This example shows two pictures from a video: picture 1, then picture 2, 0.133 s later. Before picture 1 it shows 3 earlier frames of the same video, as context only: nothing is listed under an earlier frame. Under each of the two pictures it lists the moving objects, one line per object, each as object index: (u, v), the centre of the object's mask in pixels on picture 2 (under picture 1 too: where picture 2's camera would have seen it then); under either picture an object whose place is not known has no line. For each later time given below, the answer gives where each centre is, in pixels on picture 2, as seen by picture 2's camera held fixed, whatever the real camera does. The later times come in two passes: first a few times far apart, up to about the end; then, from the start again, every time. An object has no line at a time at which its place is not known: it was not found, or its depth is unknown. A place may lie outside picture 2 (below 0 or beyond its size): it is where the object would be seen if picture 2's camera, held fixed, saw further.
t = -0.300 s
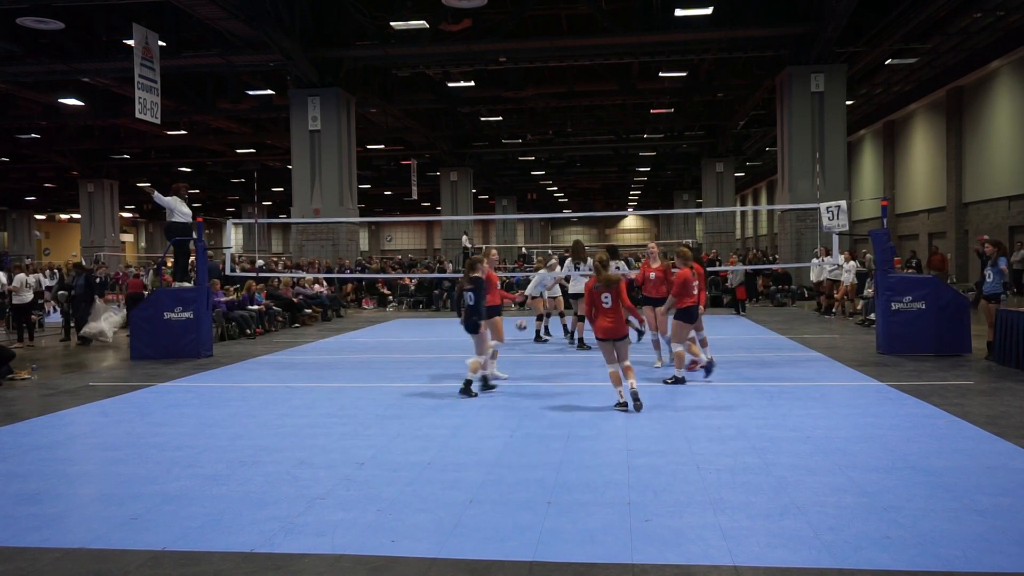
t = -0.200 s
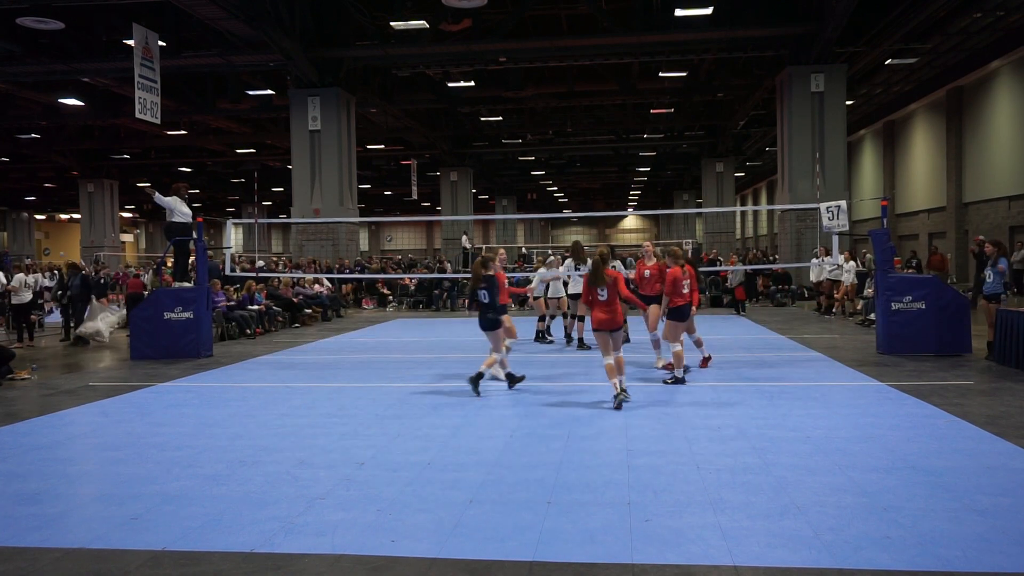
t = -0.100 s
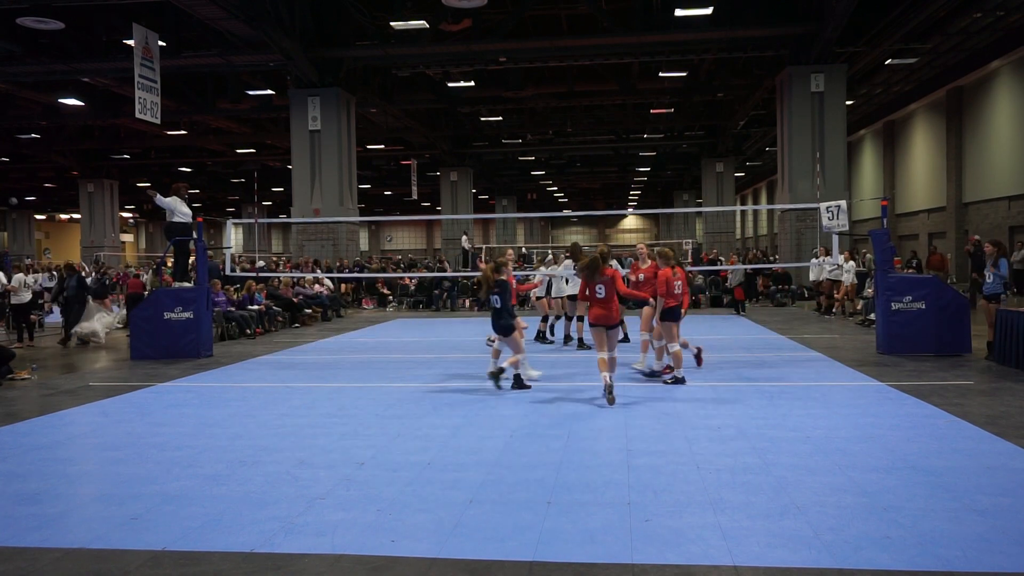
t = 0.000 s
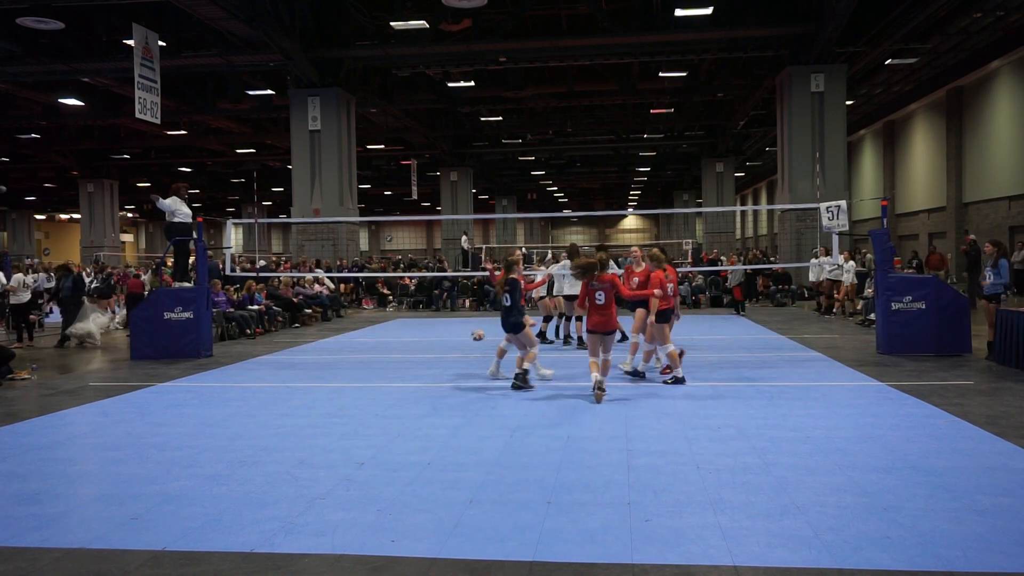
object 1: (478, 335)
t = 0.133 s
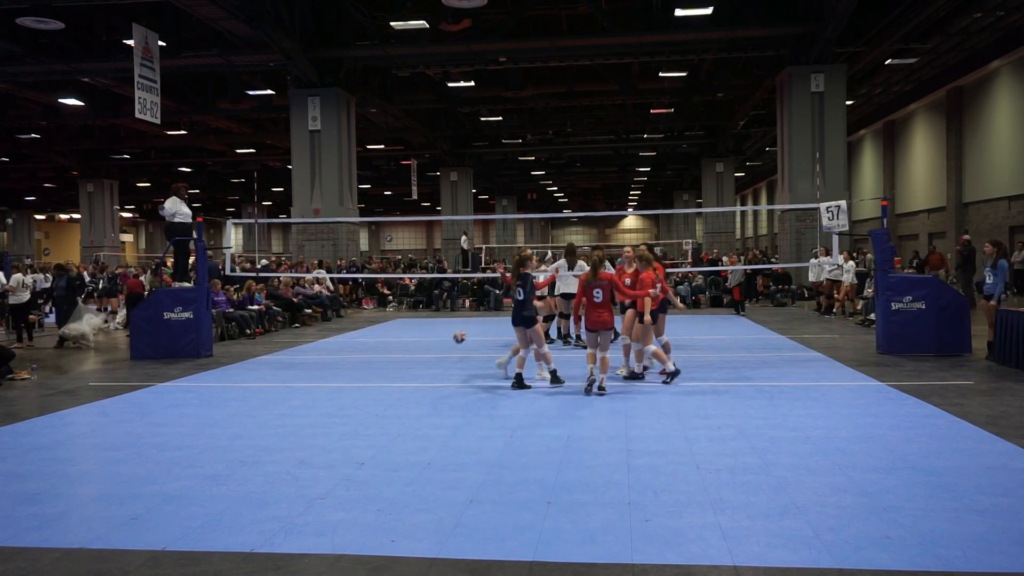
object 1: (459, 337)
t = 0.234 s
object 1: (446, 346)
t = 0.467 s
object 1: (411, 350)
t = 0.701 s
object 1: (375, 359)
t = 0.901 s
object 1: (341, 369)
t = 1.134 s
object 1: (299, 374)
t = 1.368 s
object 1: (255, 380)
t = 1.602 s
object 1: (207, 389)
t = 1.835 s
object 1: (153, 396)
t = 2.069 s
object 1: (95, 405)
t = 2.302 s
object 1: (31, 413)
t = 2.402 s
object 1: (6, 417)
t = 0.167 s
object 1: (454, 340)
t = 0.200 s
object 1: (450, 343)
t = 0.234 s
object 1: (446, 346)
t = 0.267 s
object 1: (441, 351)
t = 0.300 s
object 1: (436, 354)
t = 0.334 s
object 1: (431, 351)
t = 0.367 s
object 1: (426, 350)
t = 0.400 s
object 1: (421, 350)
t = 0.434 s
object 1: (416, 349)
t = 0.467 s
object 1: (411, 350)
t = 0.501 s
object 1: (406, 351)
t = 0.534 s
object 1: (400, 353)
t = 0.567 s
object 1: (395, 356)
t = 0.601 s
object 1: (391, 360)
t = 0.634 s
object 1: (385, 362)
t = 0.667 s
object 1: (380, 360)
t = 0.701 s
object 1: (375, 359)
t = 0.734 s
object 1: (369, 358)
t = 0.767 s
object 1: (364, 359)
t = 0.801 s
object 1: (358, 360)
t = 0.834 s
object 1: (353, 362)
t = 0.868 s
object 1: (347, 365)
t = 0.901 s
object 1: (341, 369)
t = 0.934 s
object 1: (336, 369)
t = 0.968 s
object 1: (330, 367)
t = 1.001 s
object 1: (323, 368)
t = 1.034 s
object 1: (318, 369)
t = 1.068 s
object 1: (311, 371)
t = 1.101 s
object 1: (306, 374)
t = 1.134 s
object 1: (299, 374)
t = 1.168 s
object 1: (293, 374)
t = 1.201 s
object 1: (287, 374)
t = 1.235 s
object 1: (281, 376)
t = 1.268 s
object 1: (274, 378)
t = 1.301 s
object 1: (268, 380)
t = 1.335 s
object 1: (261, 380)
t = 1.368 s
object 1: (255, 380)
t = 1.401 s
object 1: (248, 382)
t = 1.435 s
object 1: (242, 383)
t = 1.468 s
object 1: (234, 384)
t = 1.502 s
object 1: (227, 385)
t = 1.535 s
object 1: (221, 387)
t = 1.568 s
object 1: (213, 387)
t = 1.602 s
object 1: (207, 389)
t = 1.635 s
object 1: (198, 390)
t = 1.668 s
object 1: (190, 391)
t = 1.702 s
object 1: (184, 392)
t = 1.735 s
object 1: (176, 393)
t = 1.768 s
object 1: (168, 394)
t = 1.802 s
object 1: (161, 395)
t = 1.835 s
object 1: (153, 396)
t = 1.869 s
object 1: (145, 397)
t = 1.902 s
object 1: (136, 398)
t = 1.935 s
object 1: (128, 399)
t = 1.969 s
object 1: (121, 401)
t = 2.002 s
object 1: (111, 402)
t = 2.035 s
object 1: (103, 403)
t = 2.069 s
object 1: (95, 405)
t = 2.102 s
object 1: (87, 406)
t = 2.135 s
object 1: (76, 407)
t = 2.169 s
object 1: (68, 408)
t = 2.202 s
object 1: (59, 410)
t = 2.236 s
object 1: (49, 410)
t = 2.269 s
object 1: (40, 412)
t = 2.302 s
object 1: (31, 413)
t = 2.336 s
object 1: (22, 415)
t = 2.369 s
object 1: (12, 415)
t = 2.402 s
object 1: (6, 417)
